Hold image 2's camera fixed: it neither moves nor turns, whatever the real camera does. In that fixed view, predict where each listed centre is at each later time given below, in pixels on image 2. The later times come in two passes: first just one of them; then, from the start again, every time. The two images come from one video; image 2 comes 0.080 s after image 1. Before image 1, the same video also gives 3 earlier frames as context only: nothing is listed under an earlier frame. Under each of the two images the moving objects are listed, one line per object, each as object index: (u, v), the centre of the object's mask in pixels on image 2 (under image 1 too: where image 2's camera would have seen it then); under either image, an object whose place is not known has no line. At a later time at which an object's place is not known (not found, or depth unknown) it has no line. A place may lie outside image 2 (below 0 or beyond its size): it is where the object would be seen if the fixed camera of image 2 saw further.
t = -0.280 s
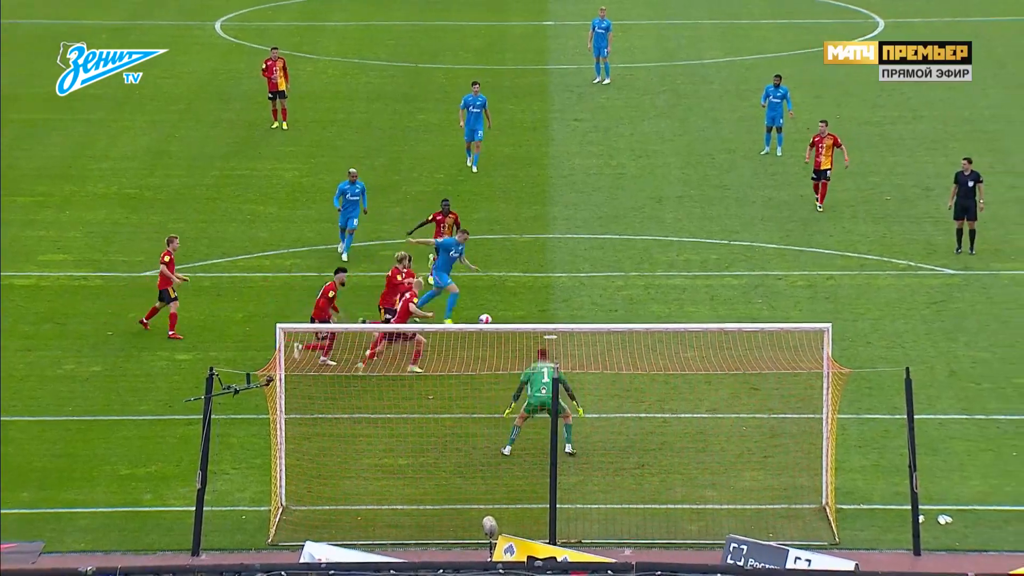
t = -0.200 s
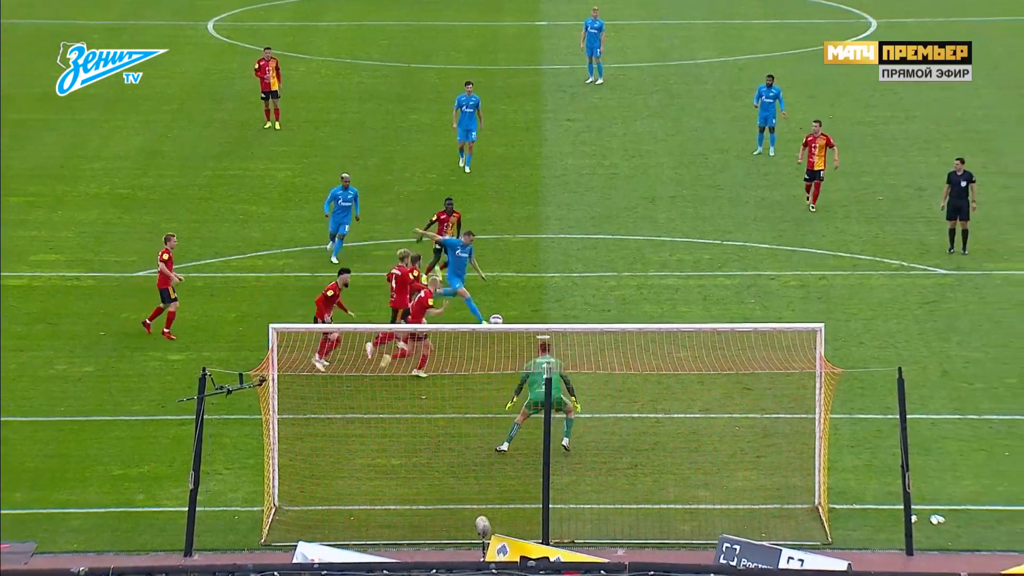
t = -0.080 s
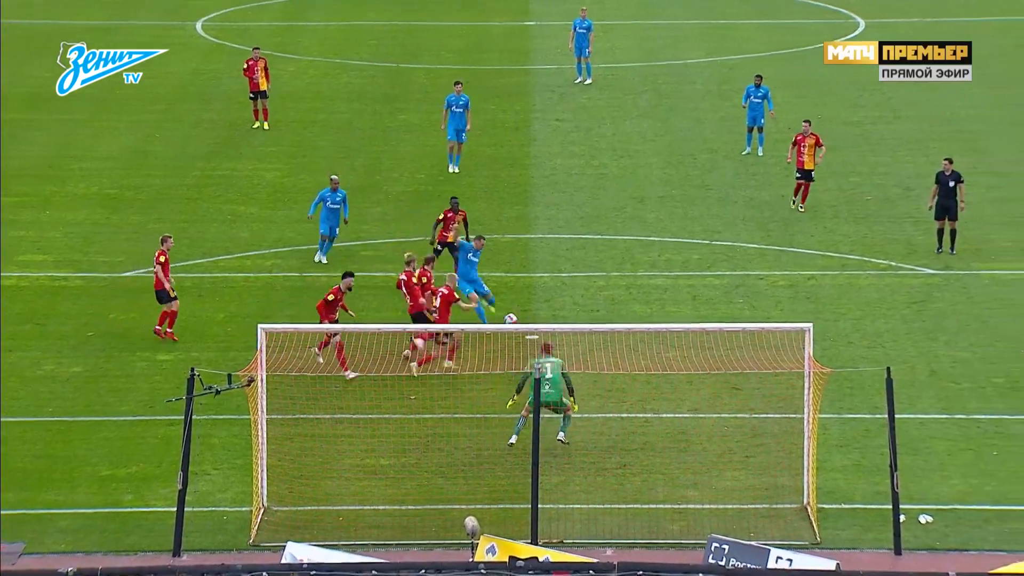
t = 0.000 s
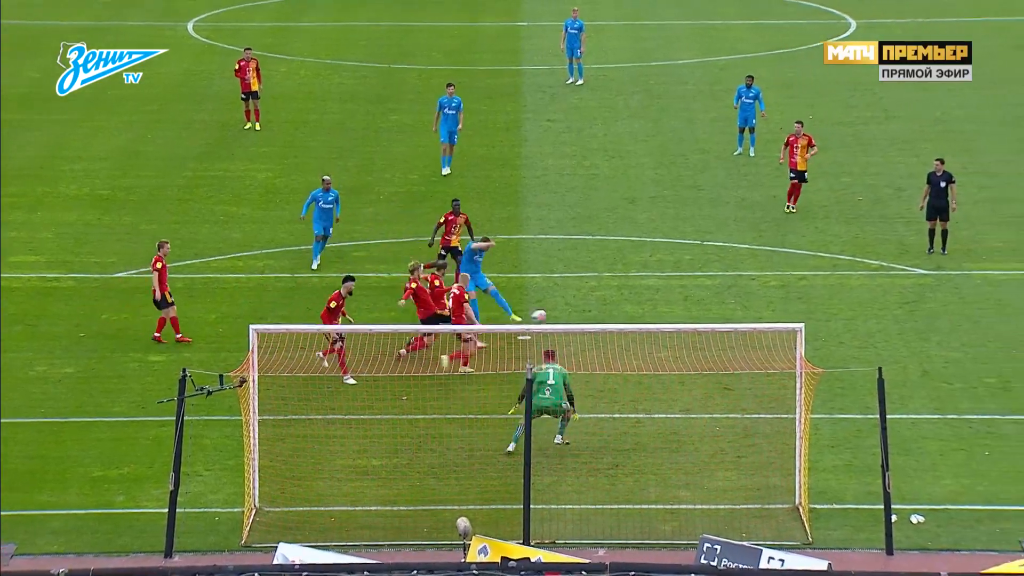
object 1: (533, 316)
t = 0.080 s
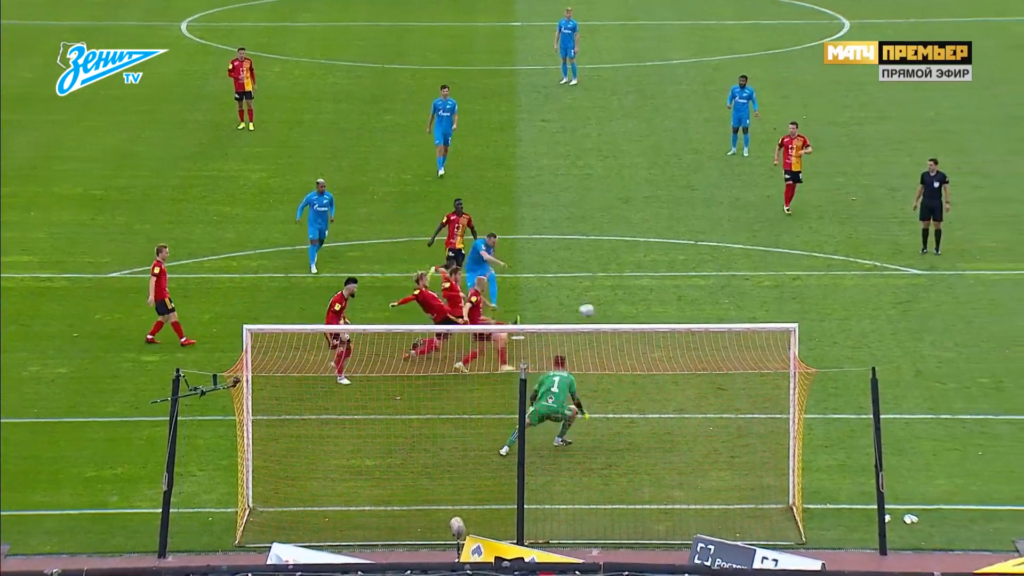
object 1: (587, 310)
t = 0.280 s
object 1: (738, 305)
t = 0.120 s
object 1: (614, 307)
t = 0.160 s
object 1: (644, 307)
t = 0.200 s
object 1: (674, 305)
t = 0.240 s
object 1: (705, 305)
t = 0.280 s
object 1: (738, 305)
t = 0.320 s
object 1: (771, 307)
